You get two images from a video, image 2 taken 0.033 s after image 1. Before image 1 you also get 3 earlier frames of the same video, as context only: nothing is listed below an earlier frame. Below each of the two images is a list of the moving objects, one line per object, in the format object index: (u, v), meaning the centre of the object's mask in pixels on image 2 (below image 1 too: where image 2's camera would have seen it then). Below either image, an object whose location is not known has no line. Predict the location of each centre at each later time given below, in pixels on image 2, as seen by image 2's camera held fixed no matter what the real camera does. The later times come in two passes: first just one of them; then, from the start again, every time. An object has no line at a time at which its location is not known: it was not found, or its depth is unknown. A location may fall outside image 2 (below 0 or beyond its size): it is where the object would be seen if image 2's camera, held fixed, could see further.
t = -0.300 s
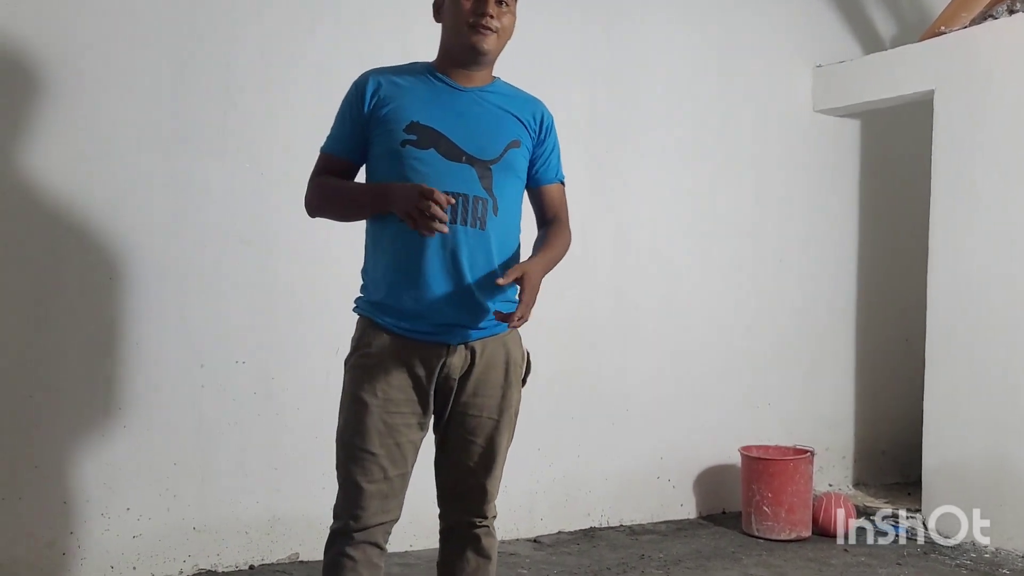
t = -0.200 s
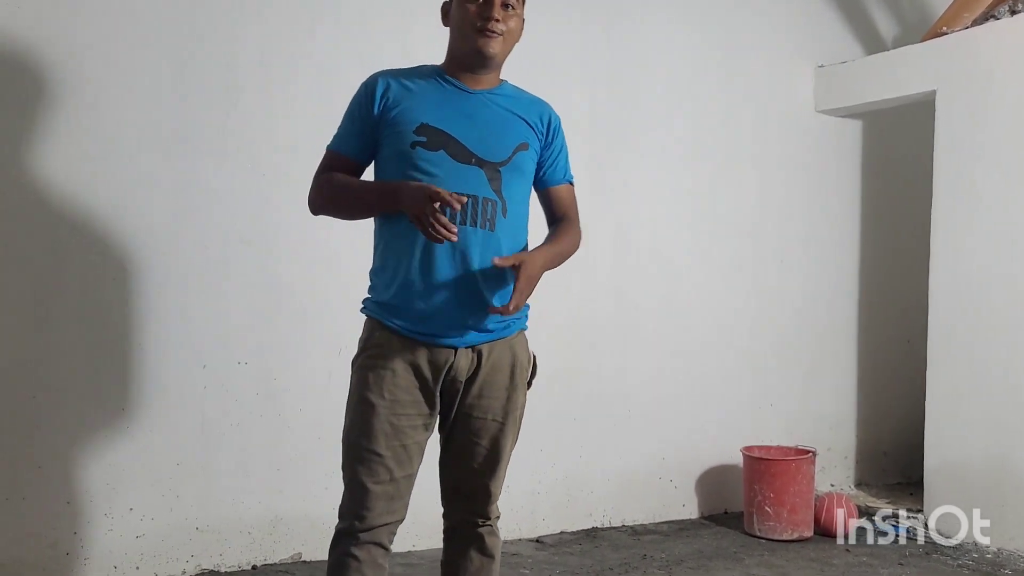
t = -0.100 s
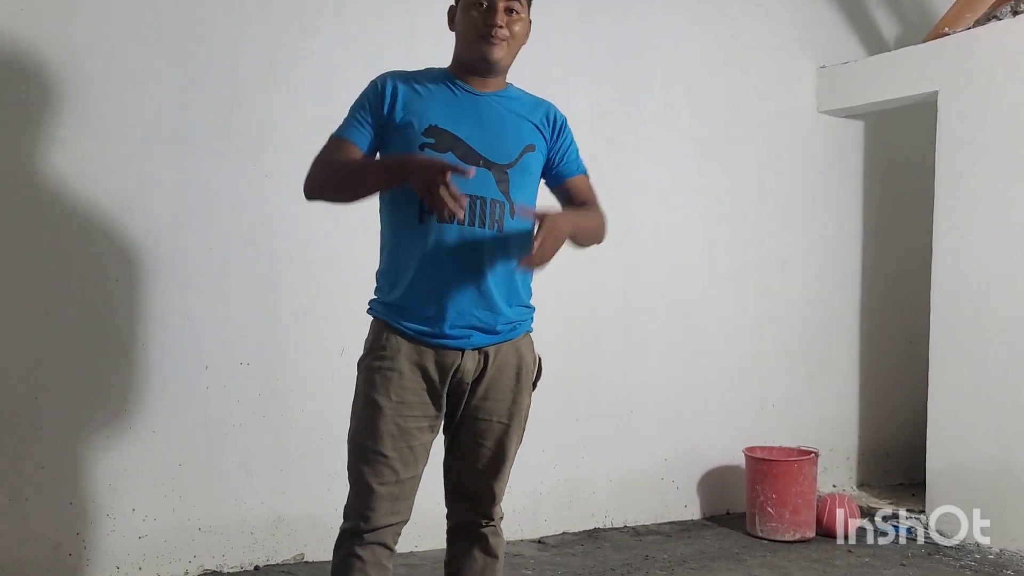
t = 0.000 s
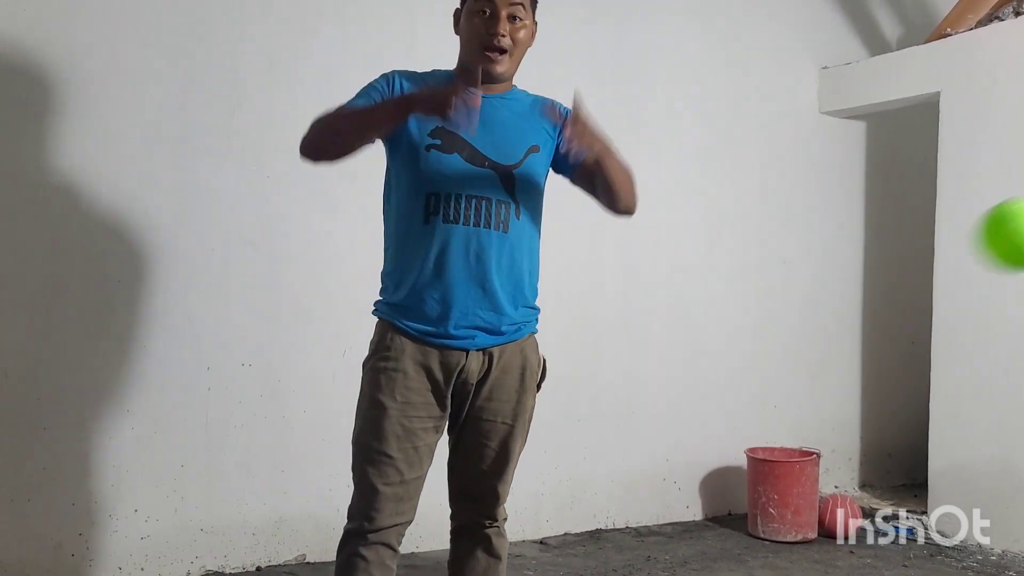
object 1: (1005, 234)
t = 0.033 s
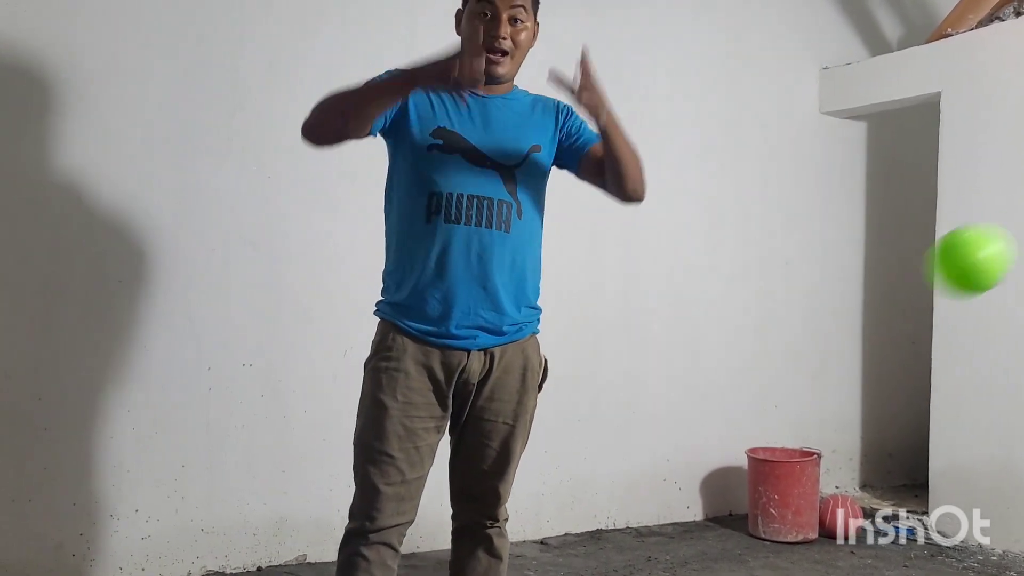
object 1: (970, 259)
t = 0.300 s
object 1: (712, 520)
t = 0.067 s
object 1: (925, 288)
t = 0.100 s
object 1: (889, 316)
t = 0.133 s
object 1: (854, 346)
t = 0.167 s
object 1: (818, 379)
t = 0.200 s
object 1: (788, 413)
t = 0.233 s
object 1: (760, 449)
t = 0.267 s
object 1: (733, 486)
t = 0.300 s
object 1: (712, 520)
